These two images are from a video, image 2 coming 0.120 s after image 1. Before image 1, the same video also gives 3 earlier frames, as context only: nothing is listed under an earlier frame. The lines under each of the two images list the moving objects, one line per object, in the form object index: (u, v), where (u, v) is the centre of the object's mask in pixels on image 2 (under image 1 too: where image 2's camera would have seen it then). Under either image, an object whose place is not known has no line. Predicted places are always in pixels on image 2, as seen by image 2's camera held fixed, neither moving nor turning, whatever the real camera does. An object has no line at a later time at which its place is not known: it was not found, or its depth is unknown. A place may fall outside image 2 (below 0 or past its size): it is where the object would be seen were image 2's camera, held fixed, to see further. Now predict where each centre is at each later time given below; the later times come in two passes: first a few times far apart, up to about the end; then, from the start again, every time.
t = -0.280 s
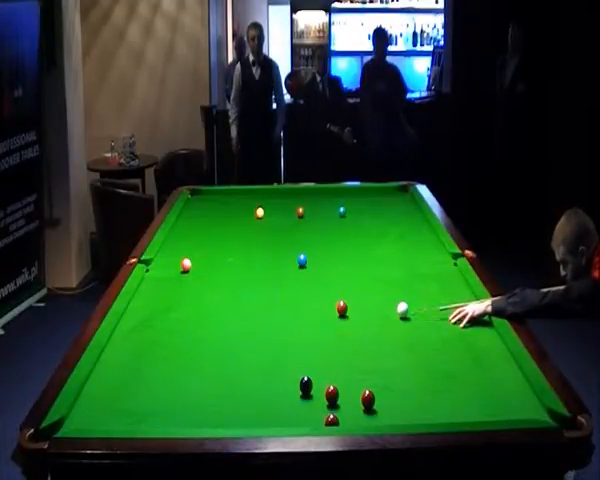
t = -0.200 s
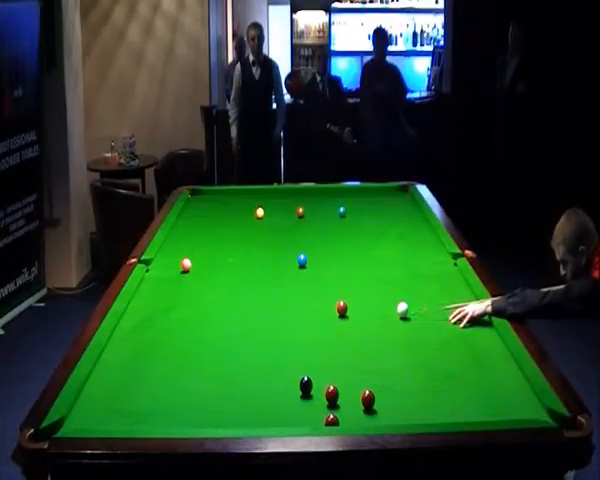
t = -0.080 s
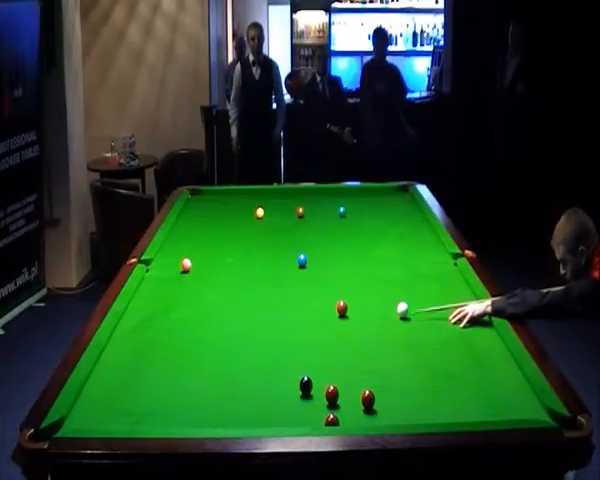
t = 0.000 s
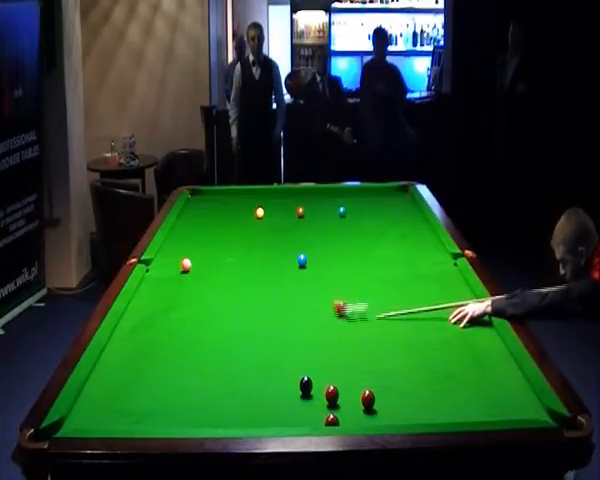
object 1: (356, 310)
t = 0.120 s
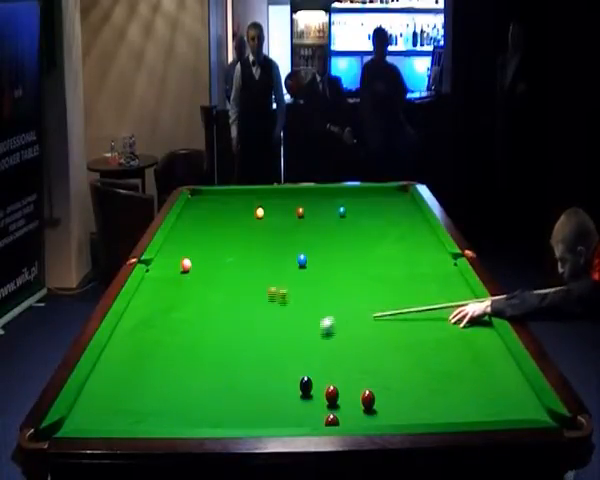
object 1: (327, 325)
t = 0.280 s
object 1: (299, 344)
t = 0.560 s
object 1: (264, 379)
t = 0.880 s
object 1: (223, 418)
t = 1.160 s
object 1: (213, 406)
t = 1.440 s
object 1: (207, 388)
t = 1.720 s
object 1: (203, 372)
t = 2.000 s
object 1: (199, 359)
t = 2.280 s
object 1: (195, 348)
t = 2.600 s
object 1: (192, 337)
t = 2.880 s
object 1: (190, 328)
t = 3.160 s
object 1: (187, 320)
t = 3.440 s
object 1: (186, 313)
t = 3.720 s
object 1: (184, 307)
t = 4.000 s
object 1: (183, 302)
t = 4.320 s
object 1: (181, 297)
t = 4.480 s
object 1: (180, 294)
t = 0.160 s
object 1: (319, 330)
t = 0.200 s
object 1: (312, 334)
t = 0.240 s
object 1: (305, 340)
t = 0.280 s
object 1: (299, 344)
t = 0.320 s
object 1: (293, 350)
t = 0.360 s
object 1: (288, 354)
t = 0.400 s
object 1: (283, 359)
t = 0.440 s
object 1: (278, 364)
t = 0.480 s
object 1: (274, 369)
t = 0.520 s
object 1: (269, 373)
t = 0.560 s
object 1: (264, 379)
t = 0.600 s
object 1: (259, 384)
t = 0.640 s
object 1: (254, 388)
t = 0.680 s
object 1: (249, 394)
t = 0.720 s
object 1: (244, 400)
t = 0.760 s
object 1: (239, 405)
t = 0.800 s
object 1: (233, 411)
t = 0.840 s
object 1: (228, 415)
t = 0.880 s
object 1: (223, 418)
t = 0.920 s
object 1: (217, 422)
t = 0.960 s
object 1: (216, 419)
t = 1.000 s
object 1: (215, 418)
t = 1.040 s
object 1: (215, 415)
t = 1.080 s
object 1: (215, 412)
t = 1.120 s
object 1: (214, 409)
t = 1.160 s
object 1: (213, 406)
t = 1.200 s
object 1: (212, 403)
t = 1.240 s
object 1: (211, 401)
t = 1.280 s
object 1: (211, 398)
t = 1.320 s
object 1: (210, 395)
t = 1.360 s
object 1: (209, 393)
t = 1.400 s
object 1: (208, 391)
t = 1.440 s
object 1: (207, 388)
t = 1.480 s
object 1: (207, 386)
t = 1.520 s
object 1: (206, 384)
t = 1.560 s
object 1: (206, 381)
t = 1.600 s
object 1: (205, 379)
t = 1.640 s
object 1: (204, 377)
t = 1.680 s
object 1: (203, 375)
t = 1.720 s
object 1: (203, 372)
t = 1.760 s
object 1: (202, 371)
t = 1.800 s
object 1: (202, 369)
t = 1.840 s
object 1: (201, 367)
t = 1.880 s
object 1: (200, 365)
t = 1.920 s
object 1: (200, 363)
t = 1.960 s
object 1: (199, 361)
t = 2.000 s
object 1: (199, 359)
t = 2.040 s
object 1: (198, 358)
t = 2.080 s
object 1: (198, 356)
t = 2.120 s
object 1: (197, 354)
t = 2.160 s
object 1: (197, 353)
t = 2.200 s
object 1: (196, 351)
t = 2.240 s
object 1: (196, 350)
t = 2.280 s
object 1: (195, 348)
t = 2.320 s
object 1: (195, 347)
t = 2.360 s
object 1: (194, 345)
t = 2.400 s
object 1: (194, 343)
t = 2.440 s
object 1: (193, 342)
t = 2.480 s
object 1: (193, 340)
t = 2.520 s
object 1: (193, 339)
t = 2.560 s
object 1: (192, 338)
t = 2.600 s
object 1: (192, 337)
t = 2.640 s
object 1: (191, 335)
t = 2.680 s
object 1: (191, 334)
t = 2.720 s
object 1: (191, 333)
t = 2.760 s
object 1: (190, 331)
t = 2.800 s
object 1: (190, 330)
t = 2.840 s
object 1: (190, 329)
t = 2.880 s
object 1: (190, 328)
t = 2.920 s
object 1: (189, 326)
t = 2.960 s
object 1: (189, 325)
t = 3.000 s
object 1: (189, 324)
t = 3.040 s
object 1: (188, 323)
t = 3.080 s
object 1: (188, 322)
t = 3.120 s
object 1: (188, 321)
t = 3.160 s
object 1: (187, 320)
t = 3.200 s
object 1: (187, 319)
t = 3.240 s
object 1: (187, 318)
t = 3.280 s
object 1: (187, 317)
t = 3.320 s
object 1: (186, 316)
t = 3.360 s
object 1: (186, 315)
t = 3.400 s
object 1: (186, 314)
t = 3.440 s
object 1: (186, 313)
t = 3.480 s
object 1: (185, 312)
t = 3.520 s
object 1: (185, 311)
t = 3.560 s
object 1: (185, 310)
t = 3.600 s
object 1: (185, 310)
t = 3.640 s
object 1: (185, 309)
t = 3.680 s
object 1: (184, 308)
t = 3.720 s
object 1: (184, 307)
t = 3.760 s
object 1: (184, 306)
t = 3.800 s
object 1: (184, 305)
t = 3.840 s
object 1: (184, 305)
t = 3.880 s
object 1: (183, 304)
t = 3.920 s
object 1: (183, 303)
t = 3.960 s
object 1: (183, 302)
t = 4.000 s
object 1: (183, 302)
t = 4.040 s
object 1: (183, 301)
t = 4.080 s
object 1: (182, 300)
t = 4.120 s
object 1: (182, 300)
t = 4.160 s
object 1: (182, 299)
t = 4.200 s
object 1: (182, 298)
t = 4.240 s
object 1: (182, 298)
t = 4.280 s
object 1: (181, 297)
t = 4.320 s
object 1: (181, 297)
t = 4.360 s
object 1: (181, 296)
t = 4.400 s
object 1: (181, 295)
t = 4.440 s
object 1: (181, 295)
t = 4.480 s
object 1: (180, 294)
